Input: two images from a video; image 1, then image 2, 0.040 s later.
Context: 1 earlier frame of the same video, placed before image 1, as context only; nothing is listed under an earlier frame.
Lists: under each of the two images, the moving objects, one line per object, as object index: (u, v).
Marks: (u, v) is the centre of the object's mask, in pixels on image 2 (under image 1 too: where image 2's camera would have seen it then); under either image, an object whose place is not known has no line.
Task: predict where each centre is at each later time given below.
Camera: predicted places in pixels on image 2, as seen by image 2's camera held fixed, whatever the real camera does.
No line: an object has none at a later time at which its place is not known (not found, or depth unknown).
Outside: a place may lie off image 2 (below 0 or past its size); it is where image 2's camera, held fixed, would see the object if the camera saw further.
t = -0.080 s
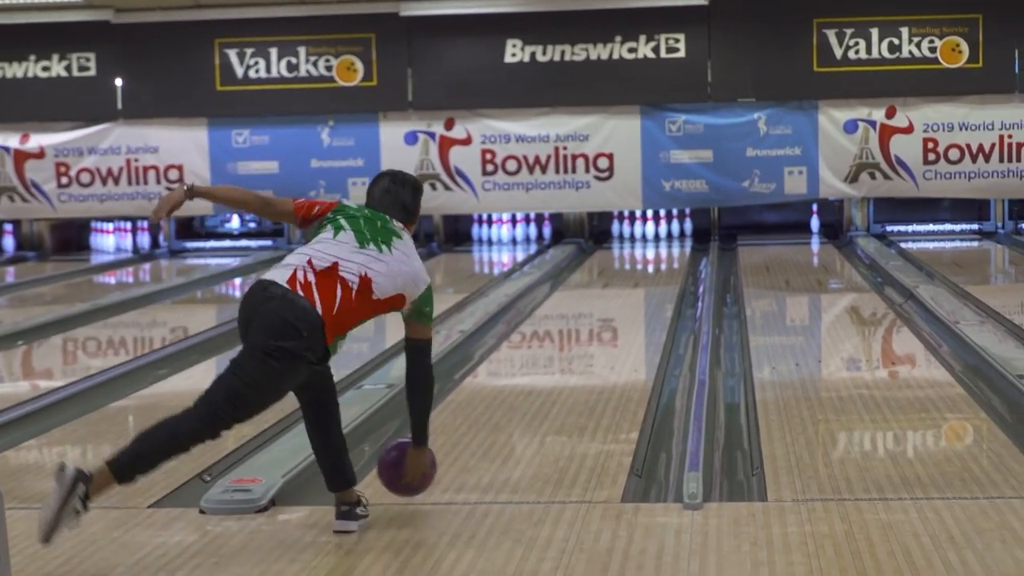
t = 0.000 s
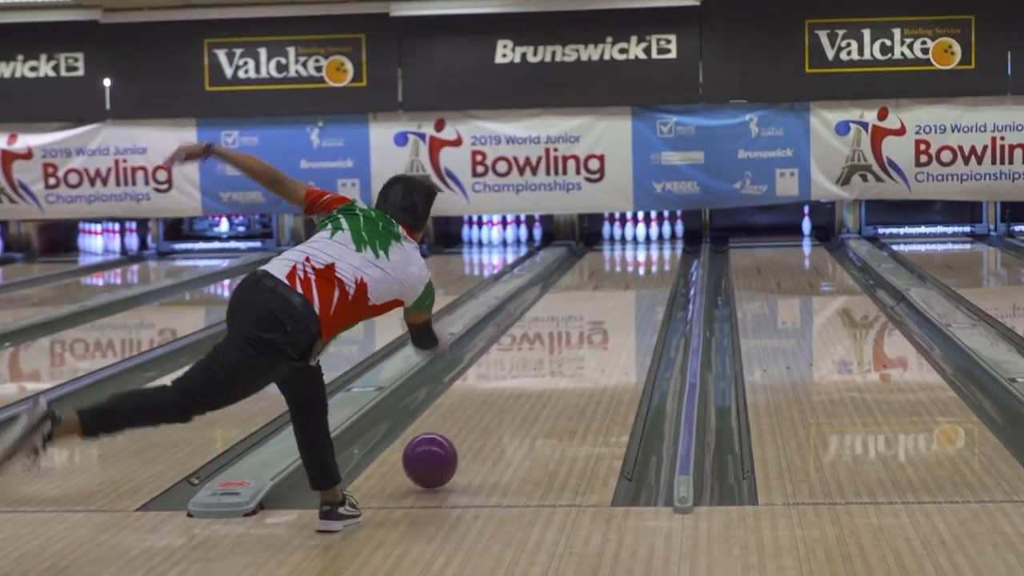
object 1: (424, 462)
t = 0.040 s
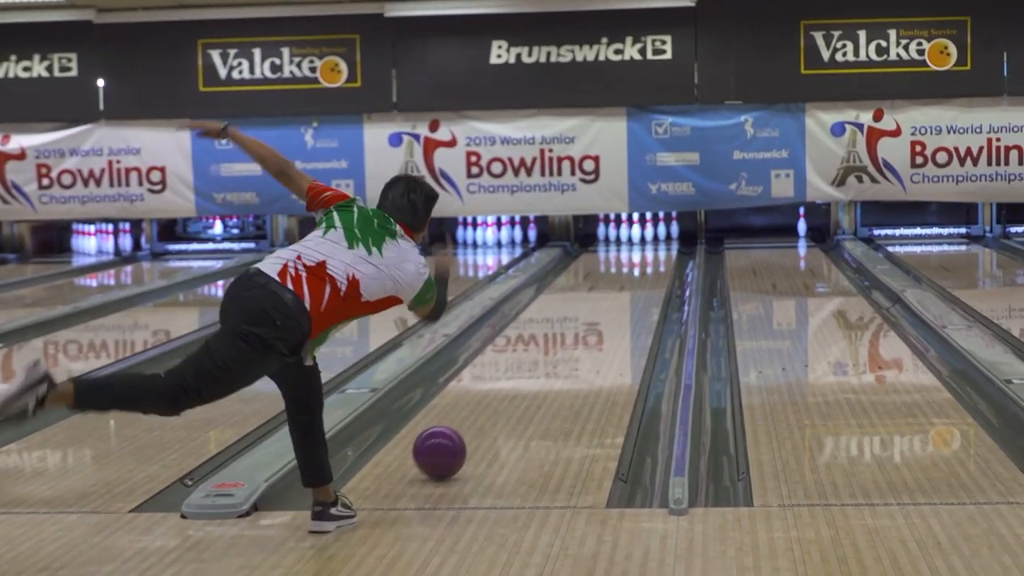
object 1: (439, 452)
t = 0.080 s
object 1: (454, 442)
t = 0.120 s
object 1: (467, 431)
